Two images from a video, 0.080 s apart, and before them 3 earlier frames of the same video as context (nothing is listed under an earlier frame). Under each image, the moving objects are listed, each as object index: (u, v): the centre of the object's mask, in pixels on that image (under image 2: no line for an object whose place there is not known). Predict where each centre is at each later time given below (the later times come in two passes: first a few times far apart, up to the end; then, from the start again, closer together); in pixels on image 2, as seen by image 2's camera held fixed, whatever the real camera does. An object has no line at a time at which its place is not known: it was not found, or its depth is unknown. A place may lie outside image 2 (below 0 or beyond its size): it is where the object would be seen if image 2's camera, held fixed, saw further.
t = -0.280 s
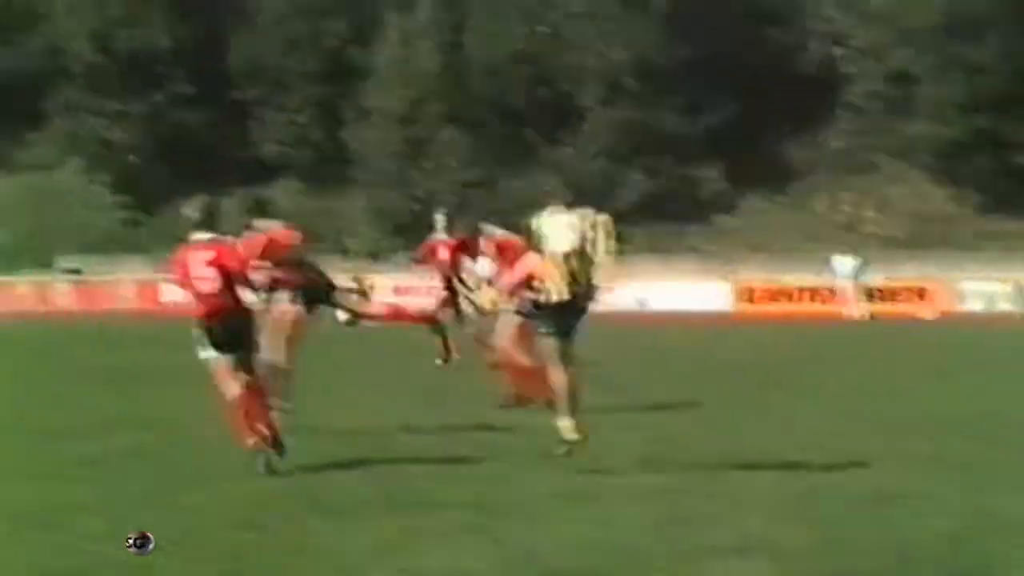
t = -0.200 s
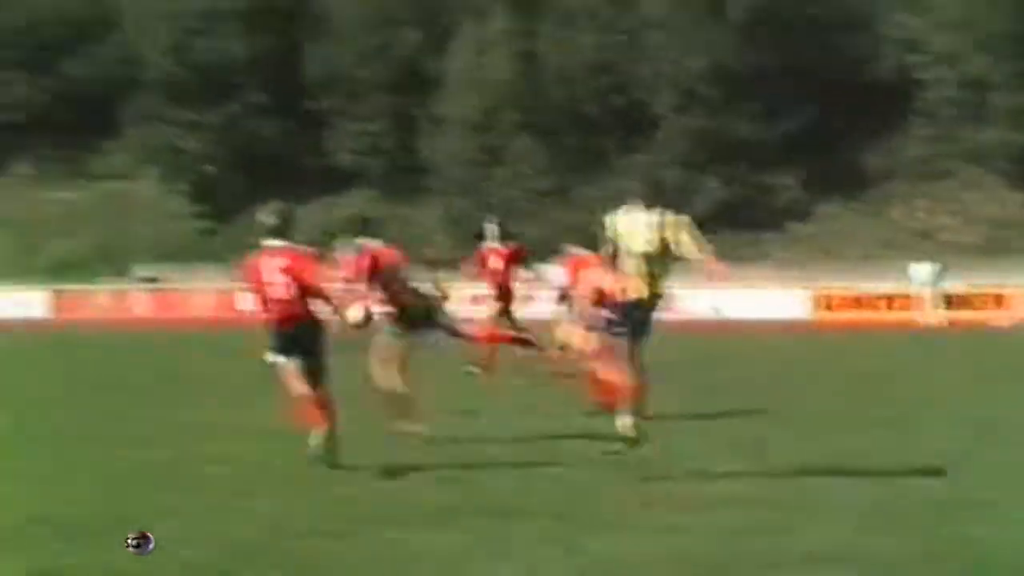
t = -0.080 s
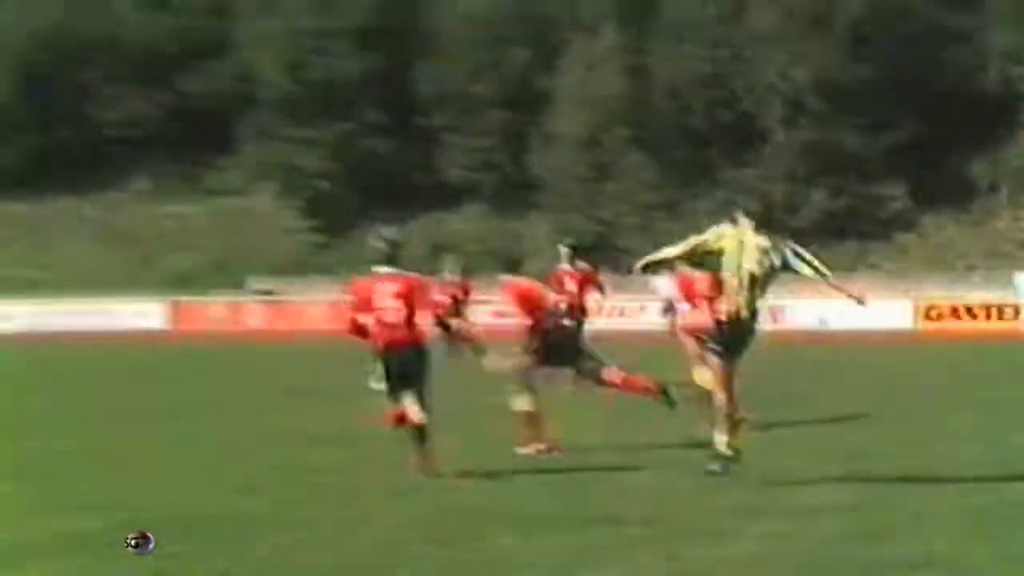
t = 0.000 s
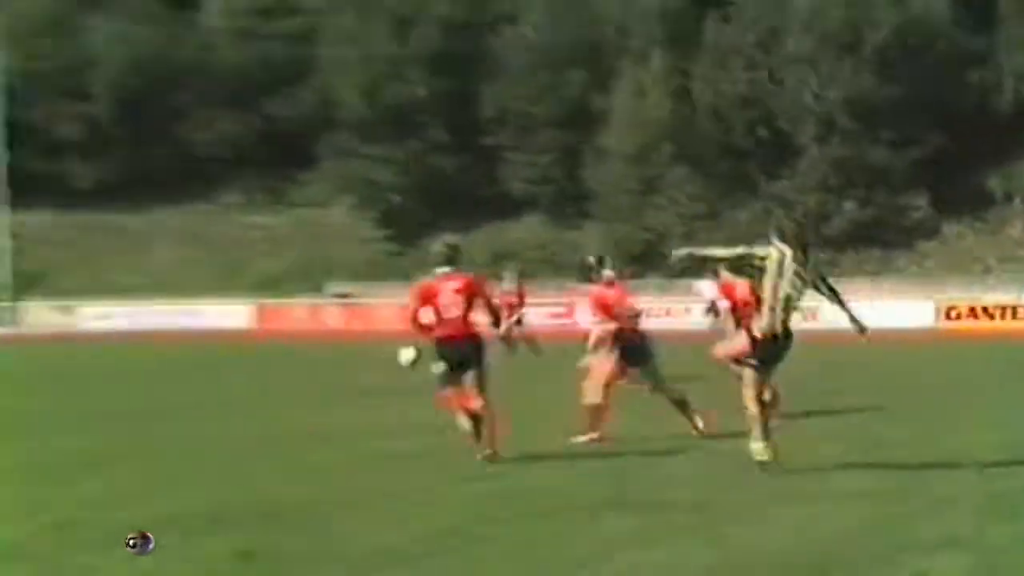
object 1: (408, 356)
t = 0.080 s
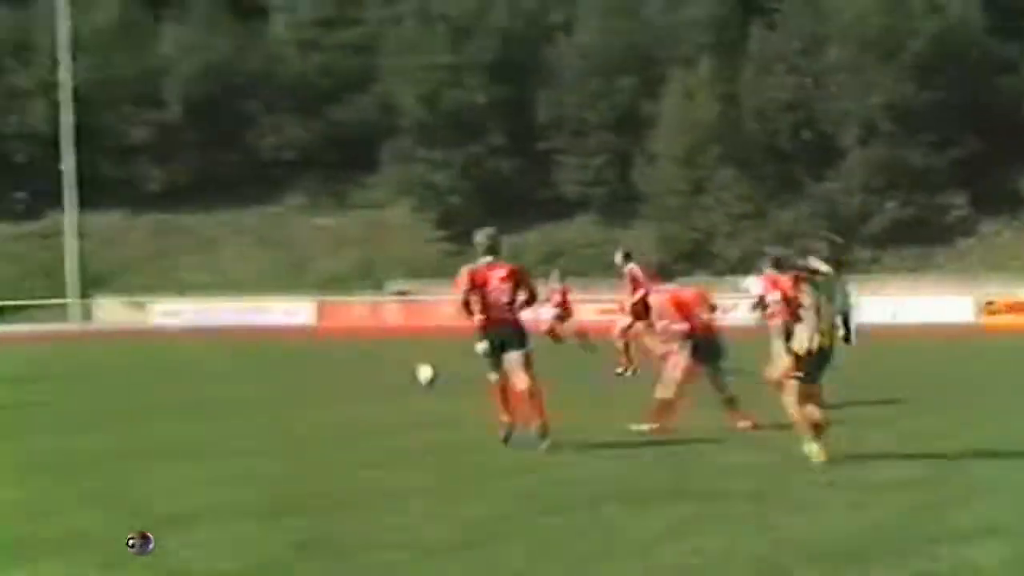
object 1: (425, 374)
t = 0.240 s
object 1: (382, 348)
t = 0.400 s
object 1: (343, 330)
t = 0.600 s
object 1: (302, 344)
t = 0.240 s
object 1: (382, 348)
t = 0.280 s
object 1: (373, 338)
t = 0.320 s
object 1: (362, 334)
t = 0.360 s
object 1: (352, 330)
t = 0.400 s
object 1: (343, 330)
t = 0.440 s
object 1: (334, 329)
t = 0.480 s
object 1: (327, 330)
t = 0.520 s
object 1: (318, 335)
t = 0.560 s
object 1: (311, 337)
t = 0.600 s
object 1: (302, 344)
